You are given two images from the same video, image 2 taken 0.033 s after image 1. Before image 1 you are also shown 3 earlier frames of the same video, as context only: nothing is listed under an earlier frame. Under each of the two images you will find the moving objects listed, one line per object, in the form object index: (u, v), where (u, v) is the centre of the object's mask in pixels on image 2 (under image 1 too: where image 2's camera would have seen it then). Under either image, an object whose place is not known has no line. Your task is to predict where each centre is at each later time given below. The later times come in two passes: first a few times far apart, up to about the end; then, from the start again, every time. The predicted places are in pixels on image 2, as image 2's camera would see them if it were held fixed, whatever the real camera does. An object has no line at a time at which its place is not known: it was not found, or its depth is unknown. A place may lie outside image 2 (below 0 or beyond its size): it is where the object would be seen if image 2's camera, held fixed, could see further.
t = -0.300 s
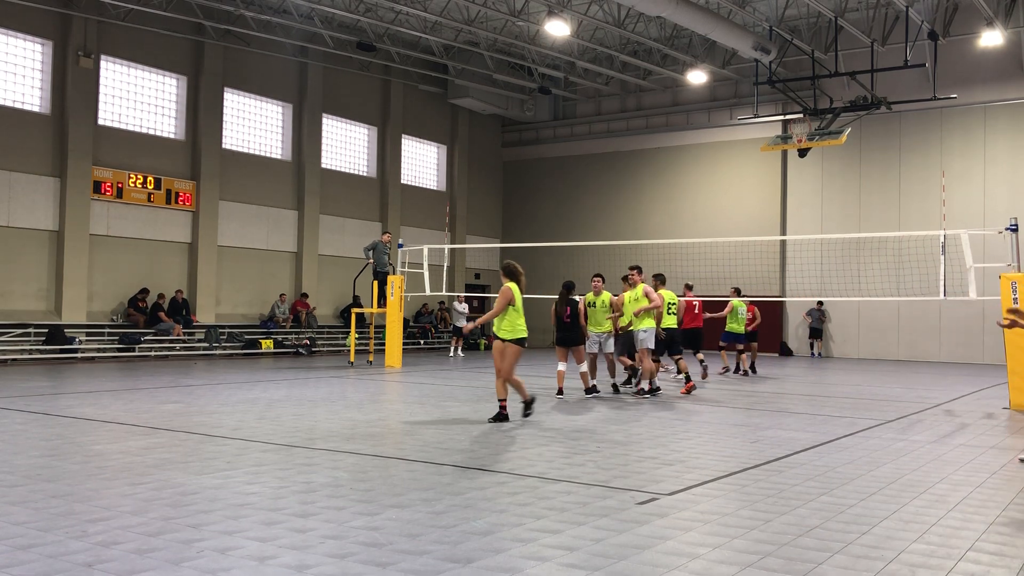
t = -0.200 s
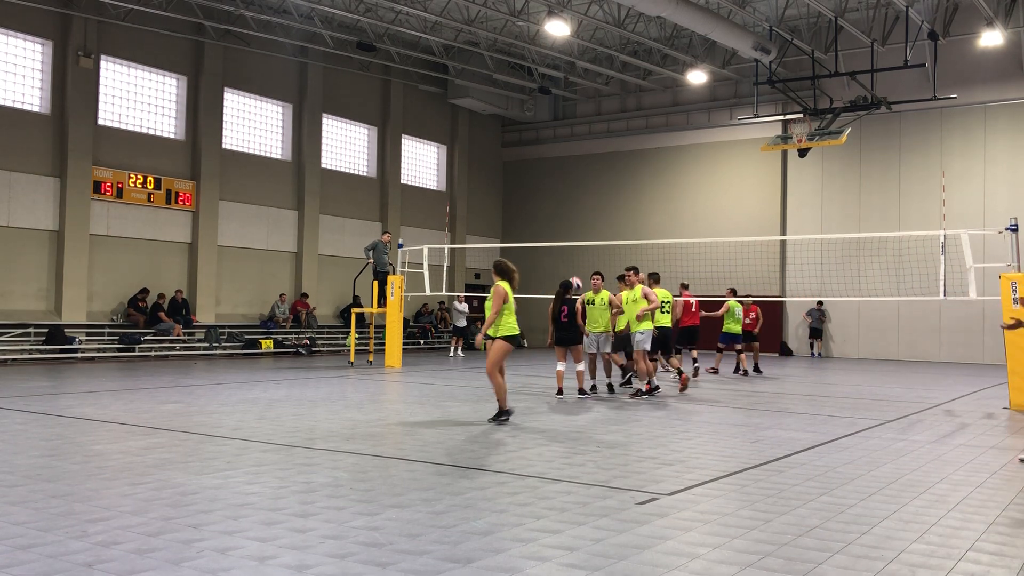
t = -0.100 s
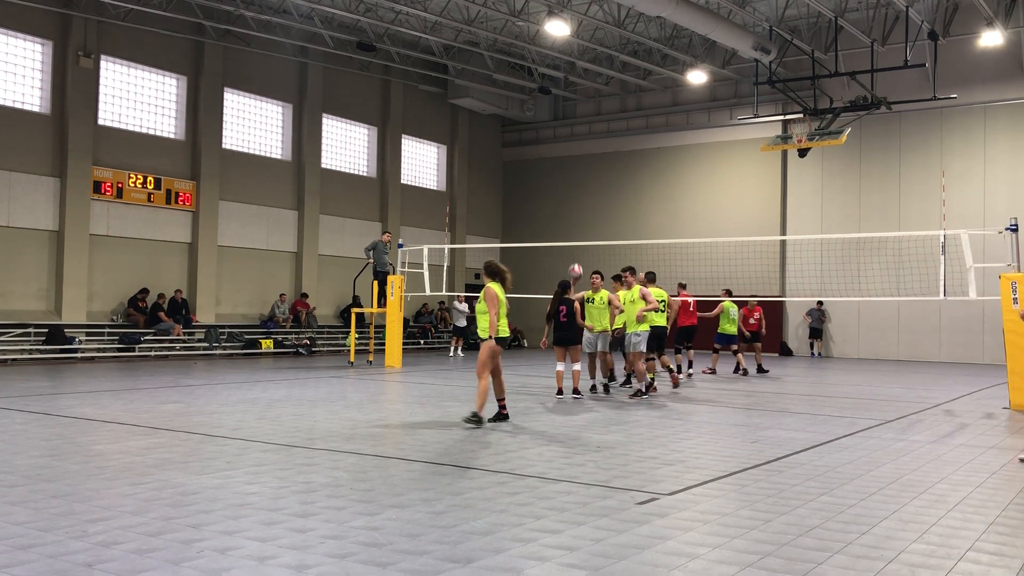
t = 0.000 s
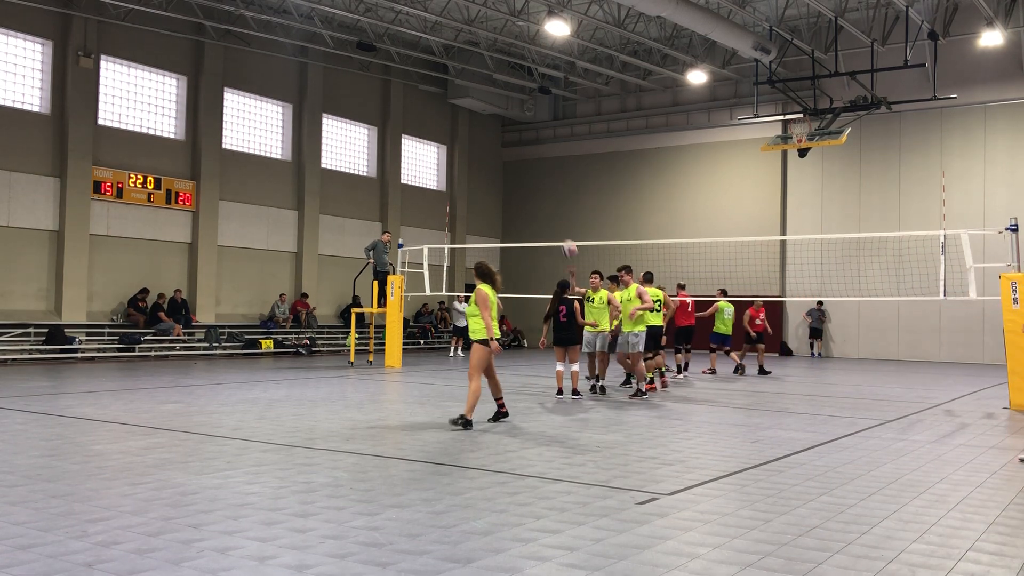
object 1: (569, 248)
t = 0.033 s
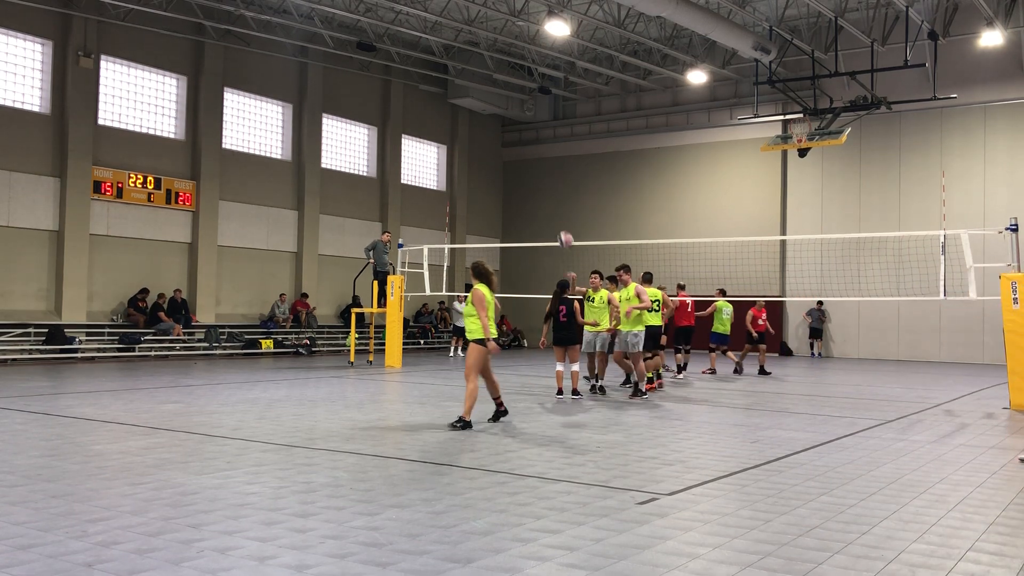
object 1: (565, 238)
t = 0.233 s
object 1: (540, 200)
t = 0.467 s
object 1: (505, 187)
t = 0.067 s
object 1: (561, 228)
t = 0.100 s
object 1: (558, 222)
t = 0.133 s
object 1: (554, 216)
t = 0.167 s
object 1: (549, 211)
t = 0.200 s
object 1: (545, 204)
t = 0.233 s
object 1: (540, 200)
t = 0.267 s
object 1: (535, 195)
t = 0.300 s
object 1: (531, 192)
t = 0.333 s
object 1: (525, 189)
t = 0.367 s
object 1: (520, 188)
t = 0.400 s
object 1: (516, 186)
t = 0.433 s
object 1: (510, 186)
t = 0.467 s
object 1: (505, 187)
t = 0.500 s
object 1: (499, 188)
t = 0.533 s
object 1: (493, 190)
